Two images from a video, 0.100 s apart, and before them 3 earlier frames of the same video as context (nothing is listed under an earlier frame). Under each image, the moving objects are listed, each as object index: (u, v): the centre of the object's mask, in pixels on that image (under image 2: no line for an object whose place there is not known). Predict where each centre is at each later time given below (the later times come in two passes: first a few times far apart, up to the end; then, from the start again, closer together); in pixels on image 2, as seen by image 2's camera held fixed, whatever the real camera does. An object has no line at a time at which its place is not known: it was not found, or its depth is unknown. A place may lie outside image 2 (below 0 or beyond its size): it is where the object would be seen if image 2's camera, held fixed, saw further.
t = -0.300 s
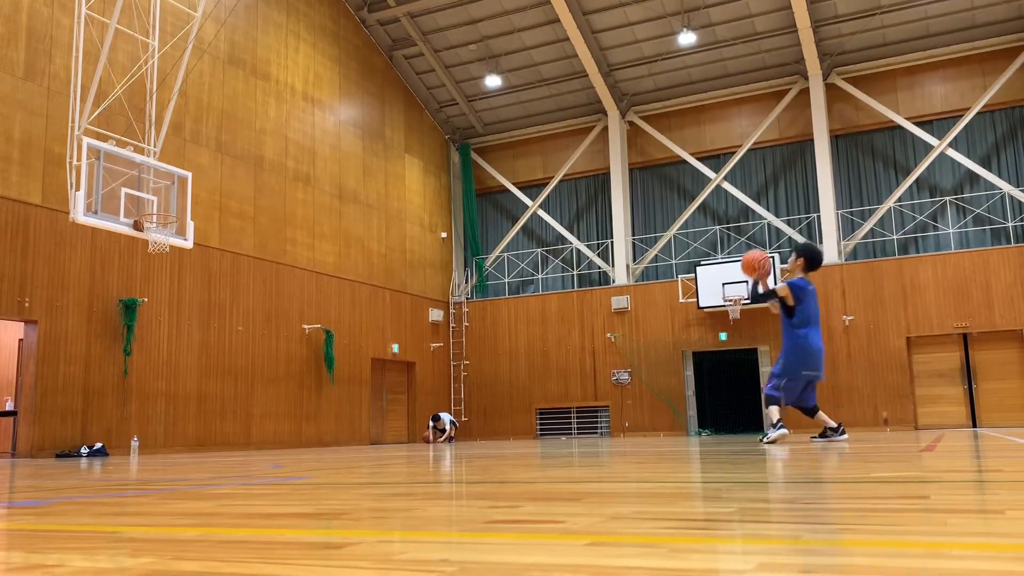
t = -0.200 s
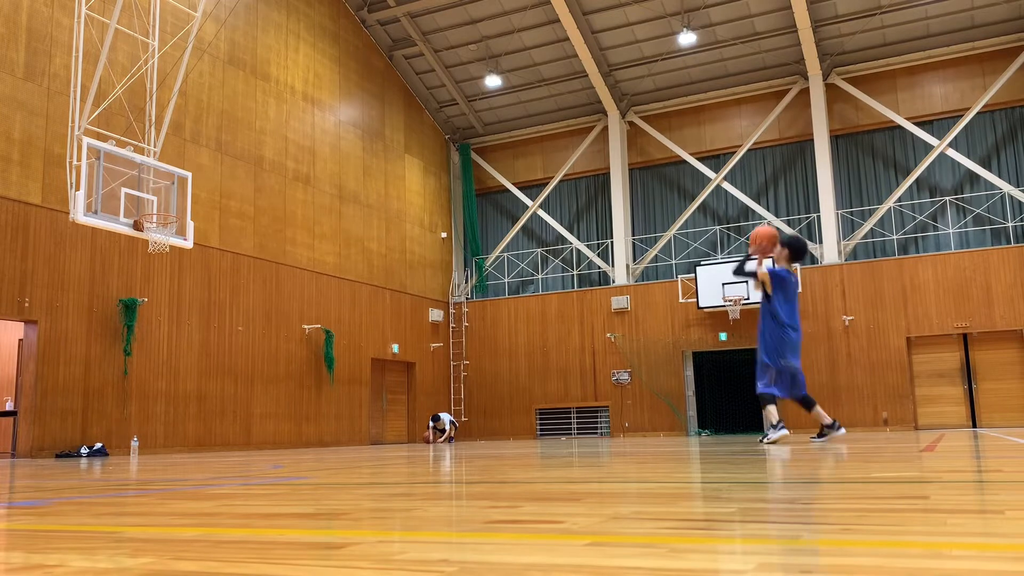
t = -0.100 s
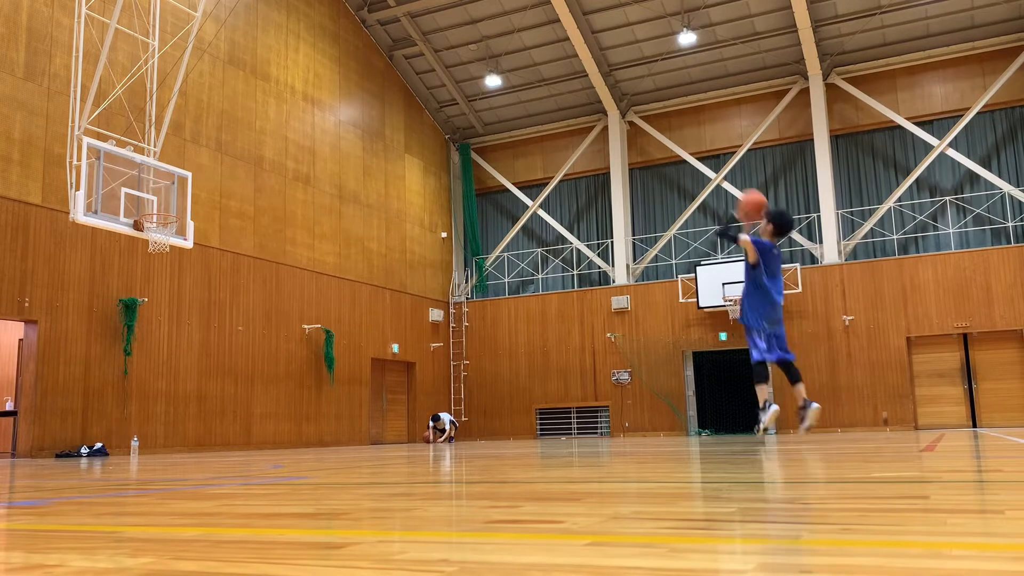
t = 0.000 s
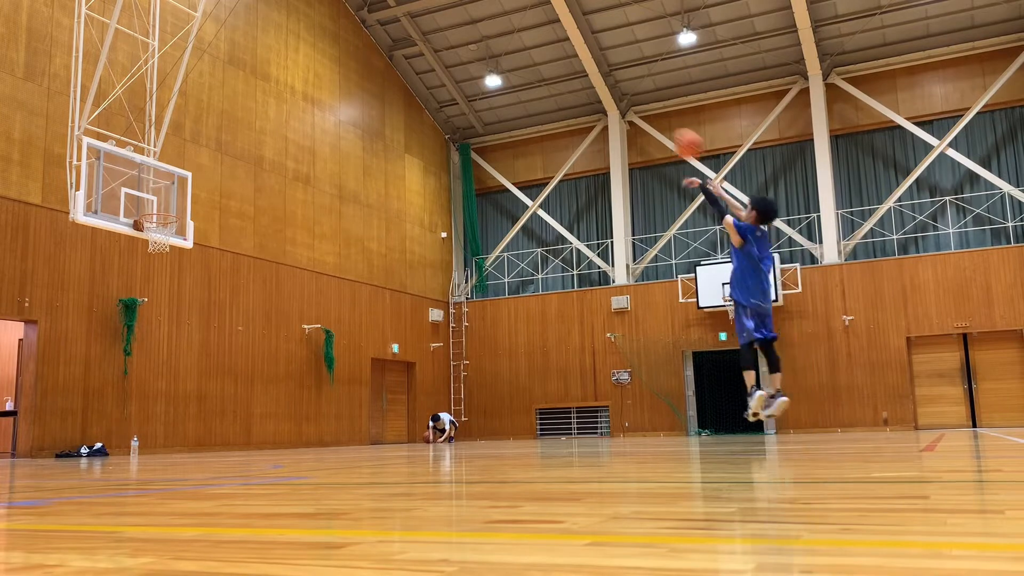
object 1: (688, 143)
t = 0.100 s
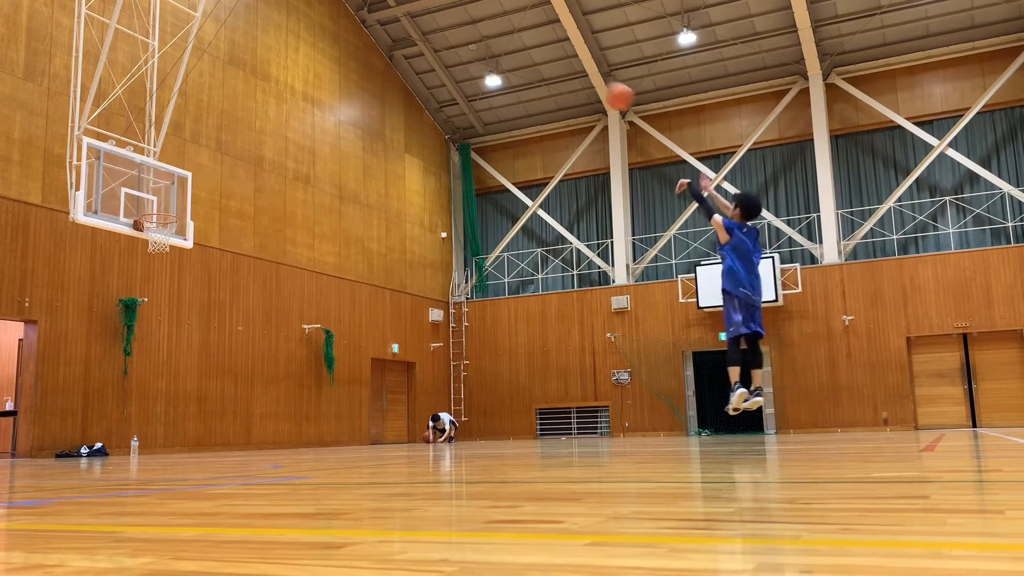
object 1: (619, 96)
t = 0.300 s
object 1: (502, 41)
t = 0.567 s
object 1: (380, 34)
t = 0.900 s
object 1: (257, 96)
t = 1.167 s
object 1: (174, 195)
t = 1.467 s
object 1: (138, 283)
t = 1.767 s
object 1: (108, 422)
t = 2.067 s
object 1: (114, 349)
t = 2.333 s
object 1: (131, 337)
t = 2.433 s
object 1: (145, 342)
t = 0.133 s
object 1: (598, 84)
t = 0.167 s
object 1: (577, 73)
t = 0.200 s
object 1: (558, 63)
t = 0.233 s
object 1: (538, 54)
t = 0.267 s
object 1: (520, 47)
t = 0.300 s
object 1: (502, 41)
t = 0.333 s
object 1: (486, 36)
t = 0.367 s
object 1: (470, 34)
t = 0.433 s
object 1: (437, 29)
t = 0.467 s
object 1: (422, 30)
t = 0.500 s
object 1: (407, 29)
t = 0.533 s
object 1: (394, 31)
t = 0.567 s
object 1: (380, 34)
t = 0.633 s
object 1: (353, 40)
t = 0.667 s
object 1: (340, 44)
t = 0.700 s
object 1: (327, 49)
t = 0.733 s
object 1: (315, 56)
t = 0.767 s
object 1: (303, 63)
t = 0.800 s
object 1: (291, 70)
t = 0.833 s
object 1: (280, 78)
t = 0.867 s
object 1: (269, 87)
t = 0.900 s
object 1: (257, 96)
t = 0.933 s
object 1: (247, 107)
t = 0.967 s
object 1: (236, 118)
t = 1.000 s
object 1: (225, 128)
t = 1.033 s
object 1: (214, 141)
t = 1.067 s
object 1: (205, 154)
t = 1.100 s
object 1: (196, 166)
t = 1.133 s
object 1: (184, 182)
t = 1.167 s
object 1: (174, 195)
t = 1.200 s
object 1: (166, 209)
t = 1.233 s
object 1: (157, 224)
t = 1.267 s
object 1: (155, 235)
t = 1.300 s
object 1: (150, 241)
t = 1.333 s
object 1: (147, 248)
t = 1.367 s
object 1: (145, 255)
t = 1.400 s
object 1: (142, 263)
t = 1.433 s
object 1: (140, 272)
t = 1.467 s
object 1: (138, 283)
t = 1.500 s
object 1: (135, 294)
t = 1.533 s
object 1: (131, 307)
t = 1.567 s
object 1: (128, 320)
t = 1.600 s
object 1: (125, 334)
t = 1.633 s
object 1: (122, 350)
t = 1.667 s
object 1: (119, 366)
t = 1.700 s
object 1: (116, 383)
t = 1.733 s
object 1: (112, 403)
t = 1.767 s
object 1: (108, 422)
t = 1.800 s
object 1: (104, 444)
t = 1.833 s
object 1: (105, 439)
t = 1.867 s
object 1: (106, 423)
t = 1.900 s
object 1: (108, 409)
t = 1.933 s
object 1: (108, 396)
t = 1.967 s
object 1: (110, 382)
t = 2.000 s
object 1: (111, 370)
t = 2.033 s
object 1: (112, 361)
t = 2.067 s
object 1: (114, 349)
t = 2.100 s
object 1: (114, 340)
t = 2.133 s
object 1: (115, 332)
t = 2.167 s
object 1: (117, 324)
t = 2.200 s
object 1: (118, 318)
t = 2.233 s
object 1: (120, 312)
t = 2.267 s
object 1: (121, 307)
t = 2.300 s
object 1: (125, 298)
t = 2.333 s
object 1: (131, 337)
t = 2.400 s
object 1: (141, 354)
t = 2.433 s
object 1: (145, 342)
